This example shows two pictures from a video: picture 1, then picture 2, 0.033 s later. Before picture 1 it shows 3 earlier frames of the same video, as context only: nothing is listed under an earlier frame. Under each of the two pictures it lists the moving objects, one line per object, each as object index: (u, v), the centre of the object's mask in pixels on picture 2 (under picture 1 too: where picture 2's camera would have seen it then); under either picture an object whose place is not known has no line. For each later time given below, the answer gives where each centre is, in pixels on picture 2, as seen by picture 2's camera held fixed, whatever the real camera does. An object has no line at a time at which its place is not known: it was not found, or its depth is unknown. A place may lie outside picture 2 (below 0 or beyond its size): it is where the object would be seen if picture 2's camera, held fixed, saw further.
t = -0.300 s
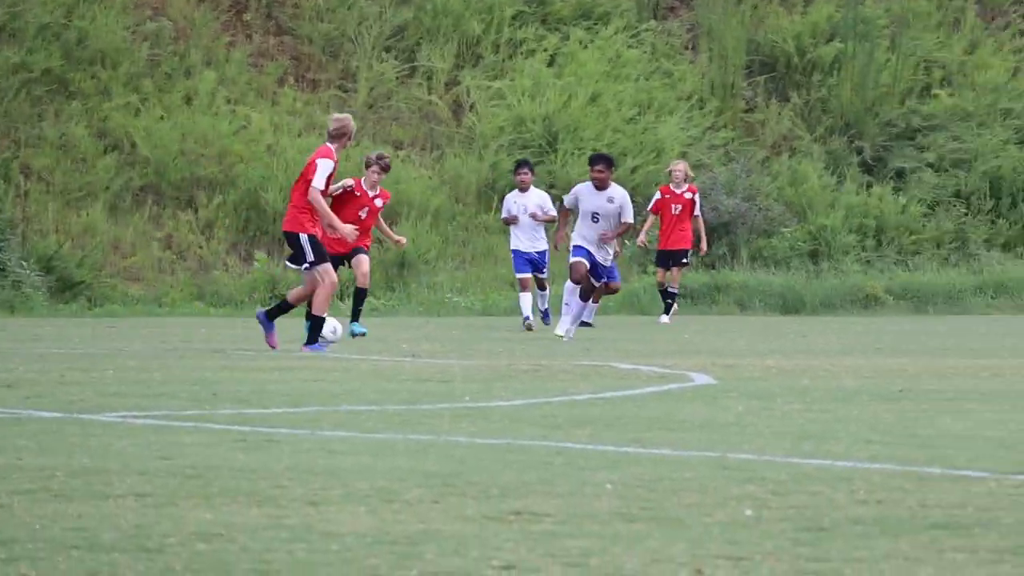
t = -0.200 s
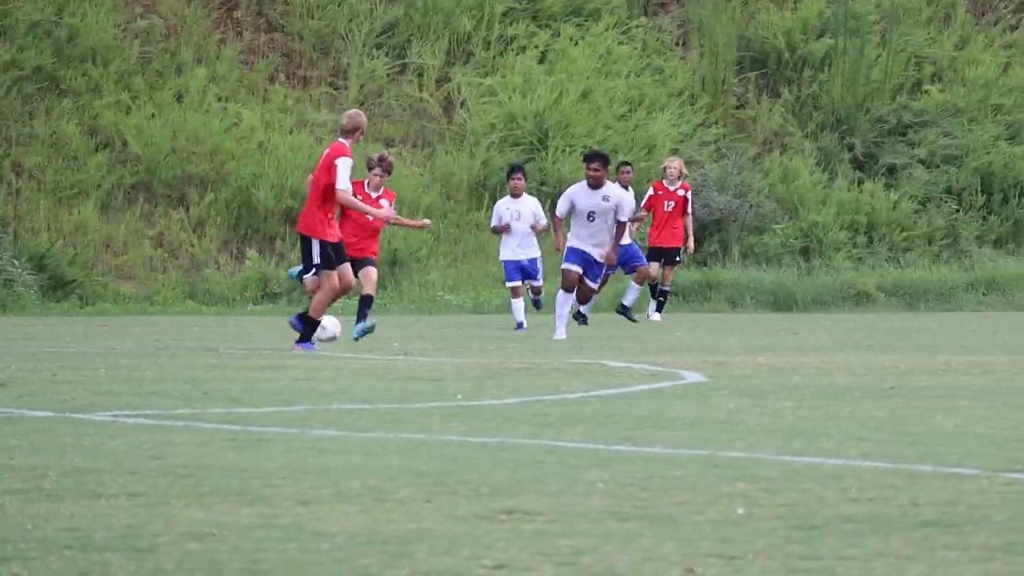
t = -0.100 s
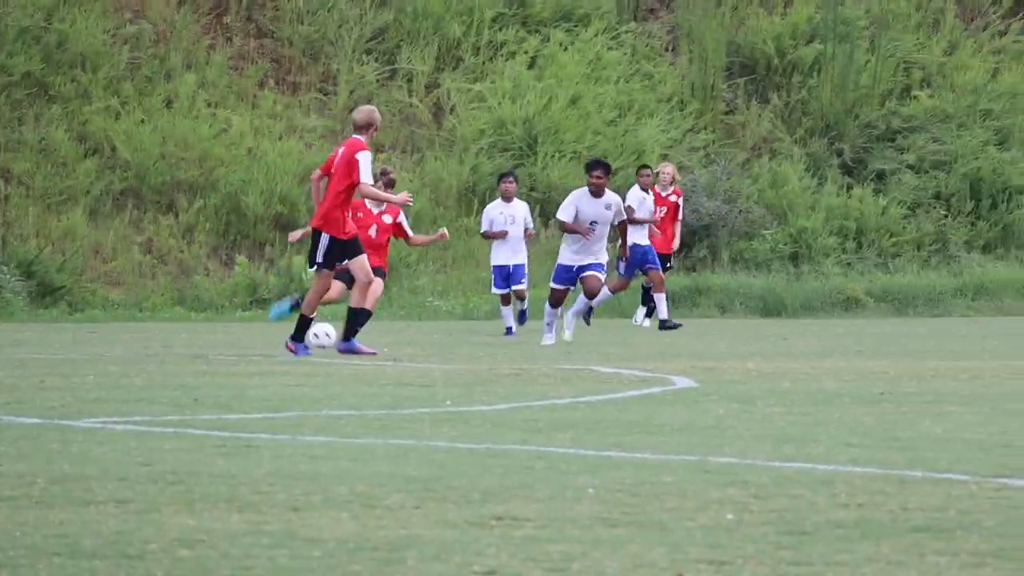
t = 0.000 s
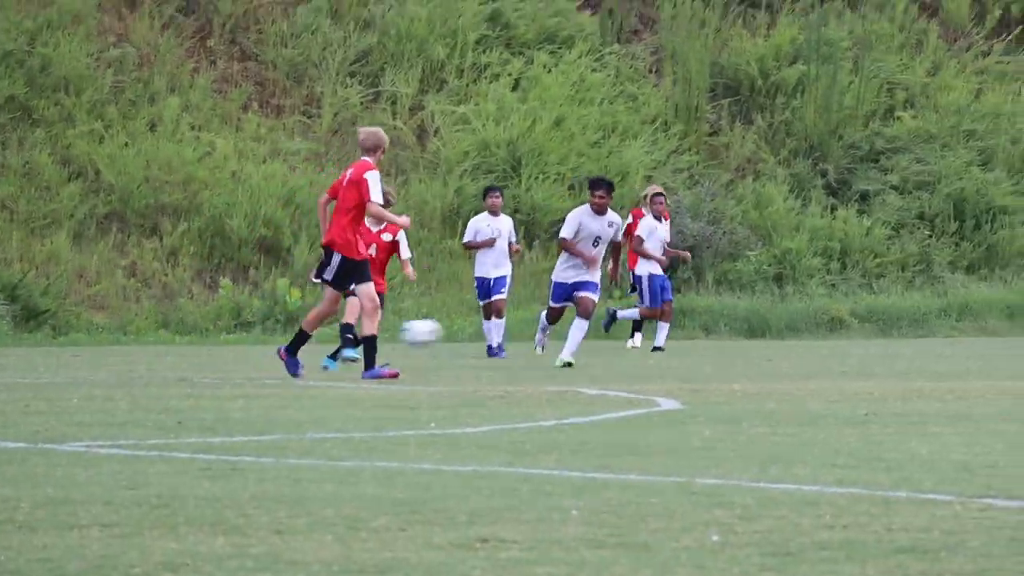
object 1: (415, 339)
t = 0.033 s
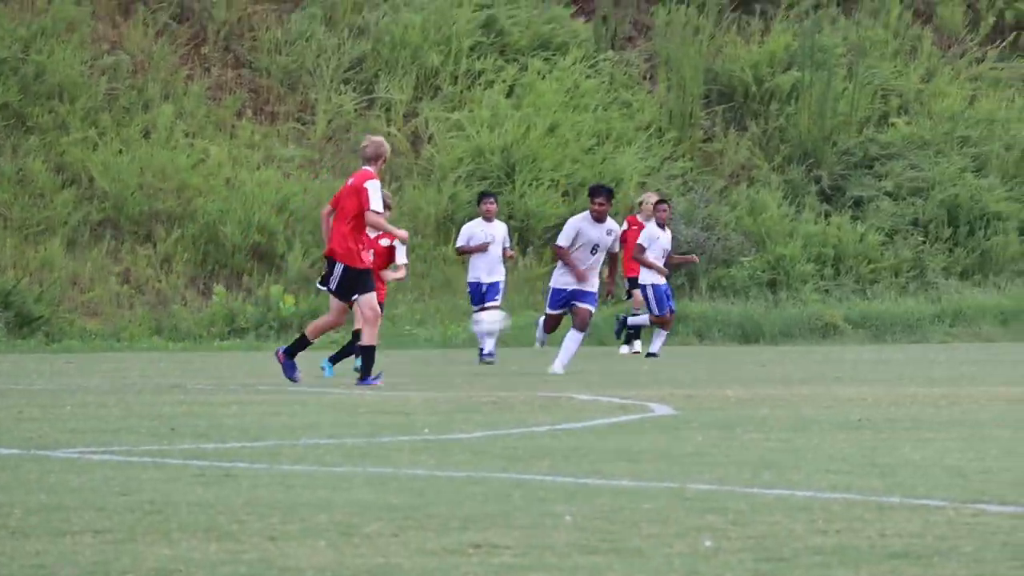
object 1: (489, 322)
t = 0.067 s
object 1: (563, 307)
